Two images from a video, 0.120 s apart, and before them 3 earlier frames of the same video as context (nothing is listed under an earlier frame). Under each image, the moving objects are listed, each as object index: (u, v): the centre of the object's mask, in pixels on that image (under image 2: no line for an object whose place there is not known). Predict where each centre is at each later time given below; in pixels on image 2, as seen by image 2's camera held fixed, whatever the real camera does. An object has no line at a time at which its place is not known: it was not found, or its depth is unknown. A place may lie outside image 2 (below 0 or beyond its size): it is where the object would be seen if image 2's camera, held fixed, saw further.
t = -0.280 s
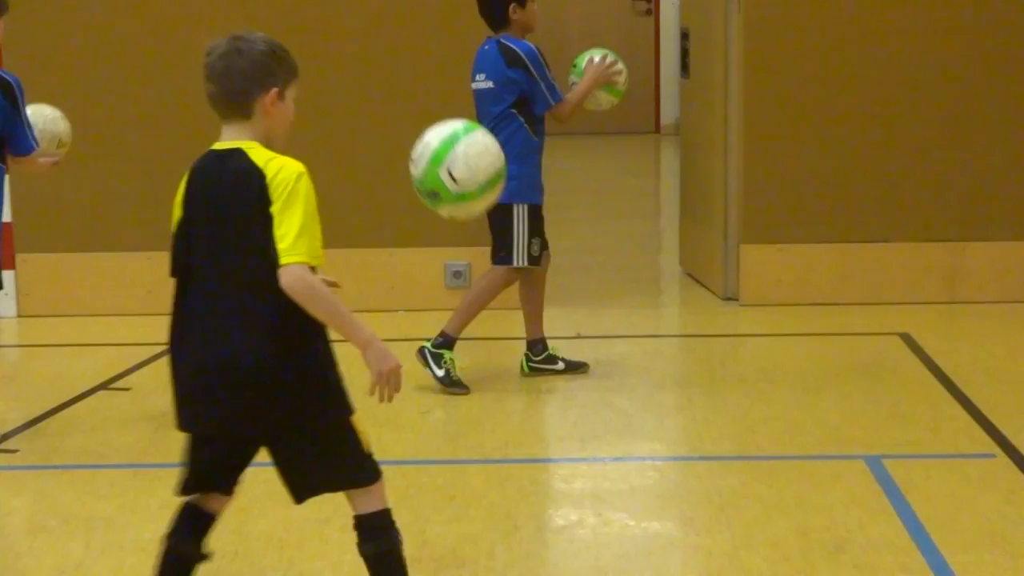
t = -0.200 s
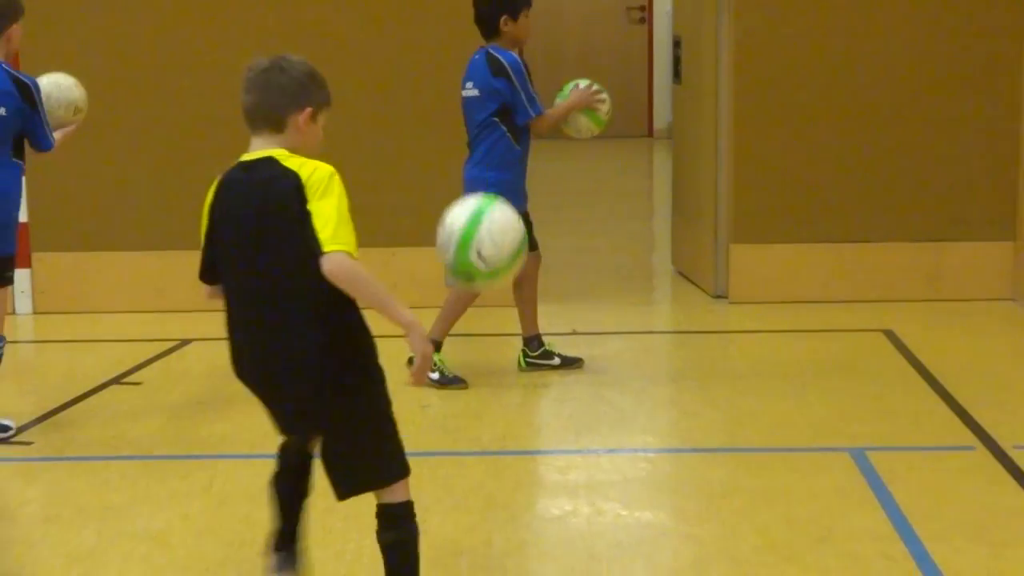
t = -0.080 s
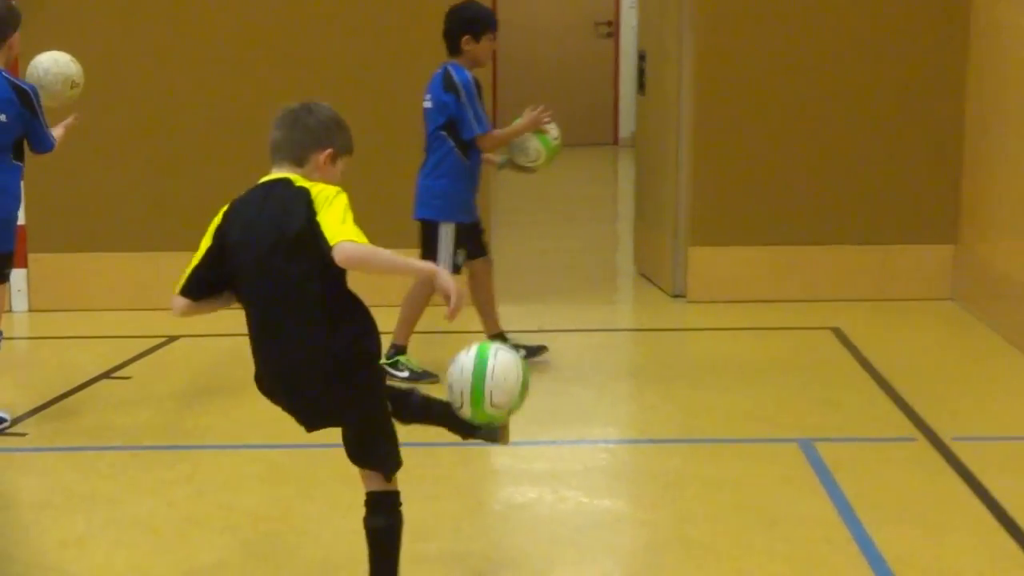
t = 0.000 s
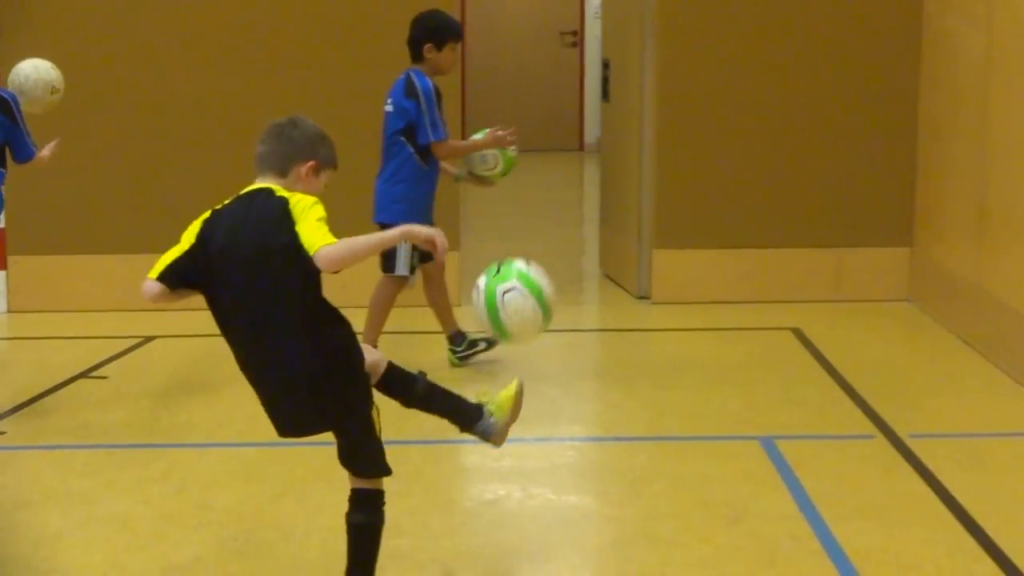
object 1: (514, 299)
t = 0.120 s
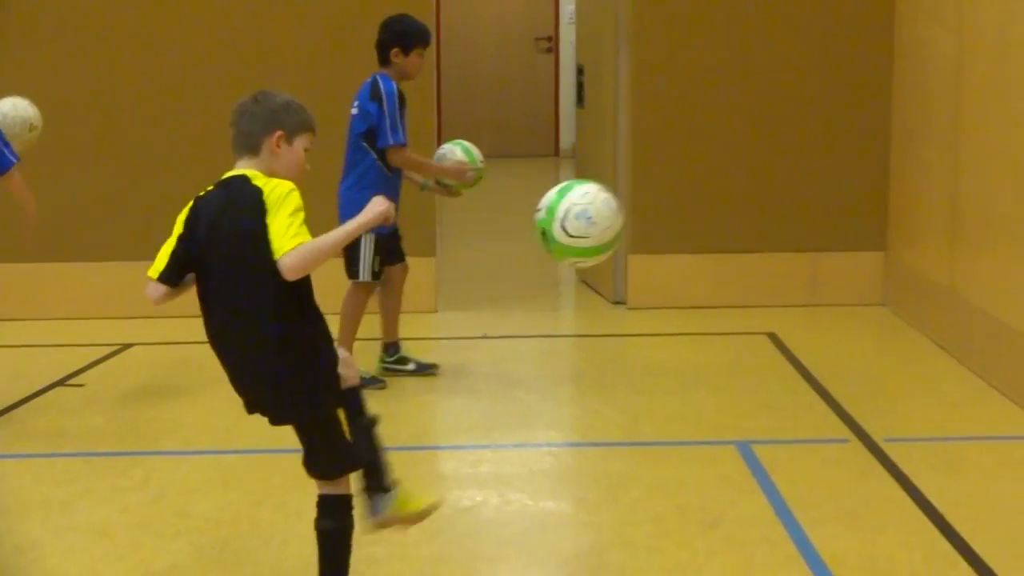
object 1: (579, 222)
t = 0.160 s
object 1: (612, 205)
